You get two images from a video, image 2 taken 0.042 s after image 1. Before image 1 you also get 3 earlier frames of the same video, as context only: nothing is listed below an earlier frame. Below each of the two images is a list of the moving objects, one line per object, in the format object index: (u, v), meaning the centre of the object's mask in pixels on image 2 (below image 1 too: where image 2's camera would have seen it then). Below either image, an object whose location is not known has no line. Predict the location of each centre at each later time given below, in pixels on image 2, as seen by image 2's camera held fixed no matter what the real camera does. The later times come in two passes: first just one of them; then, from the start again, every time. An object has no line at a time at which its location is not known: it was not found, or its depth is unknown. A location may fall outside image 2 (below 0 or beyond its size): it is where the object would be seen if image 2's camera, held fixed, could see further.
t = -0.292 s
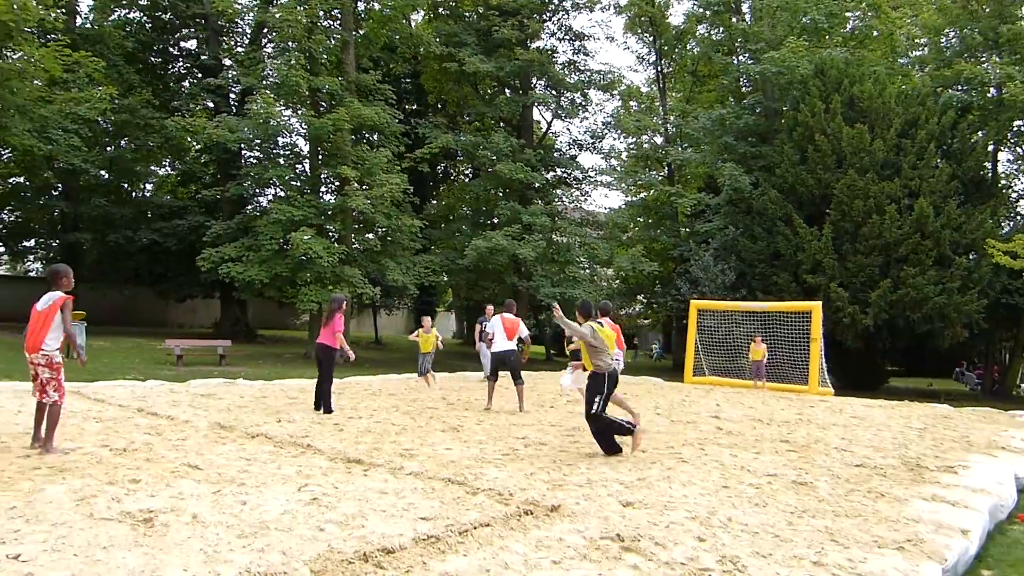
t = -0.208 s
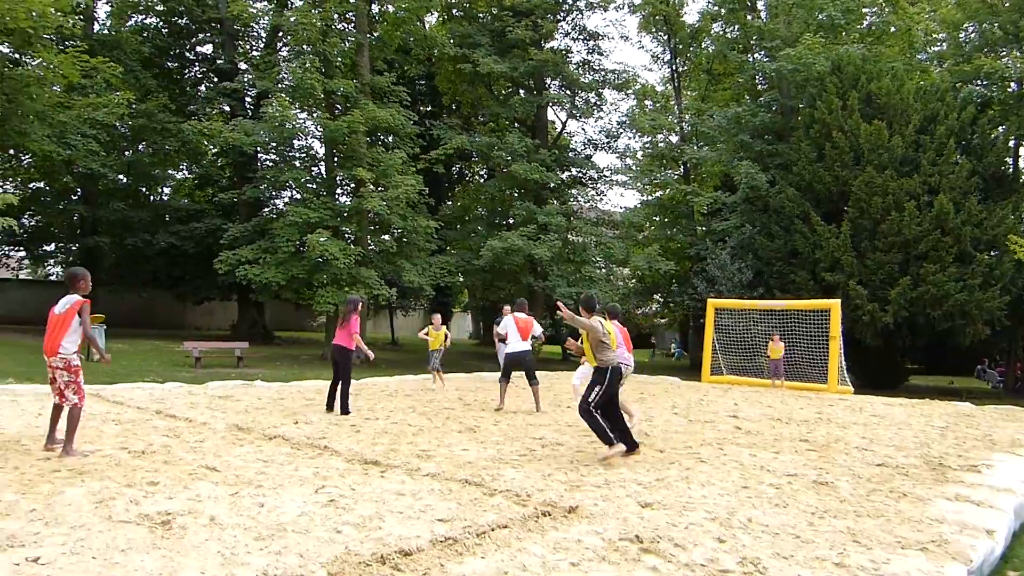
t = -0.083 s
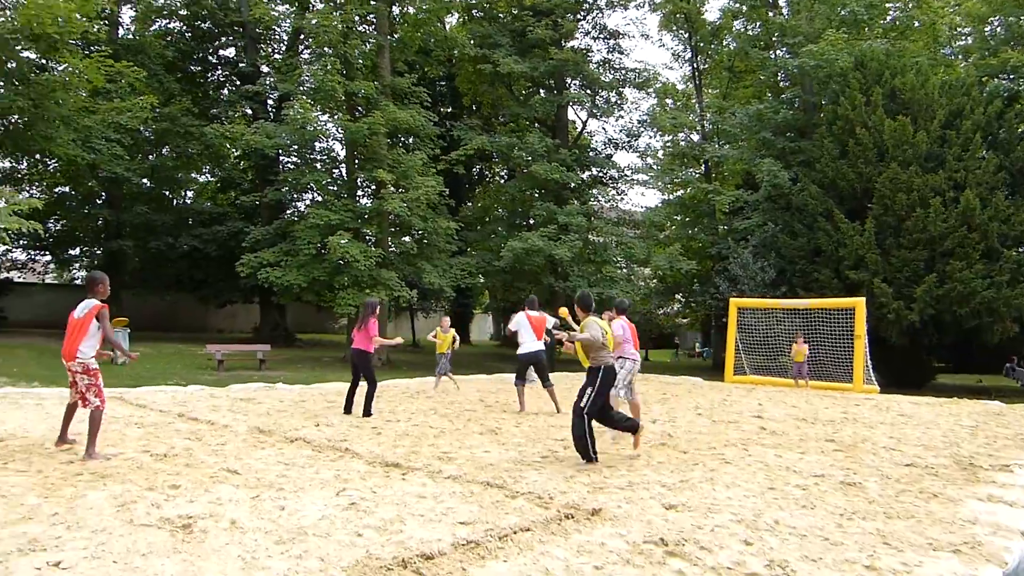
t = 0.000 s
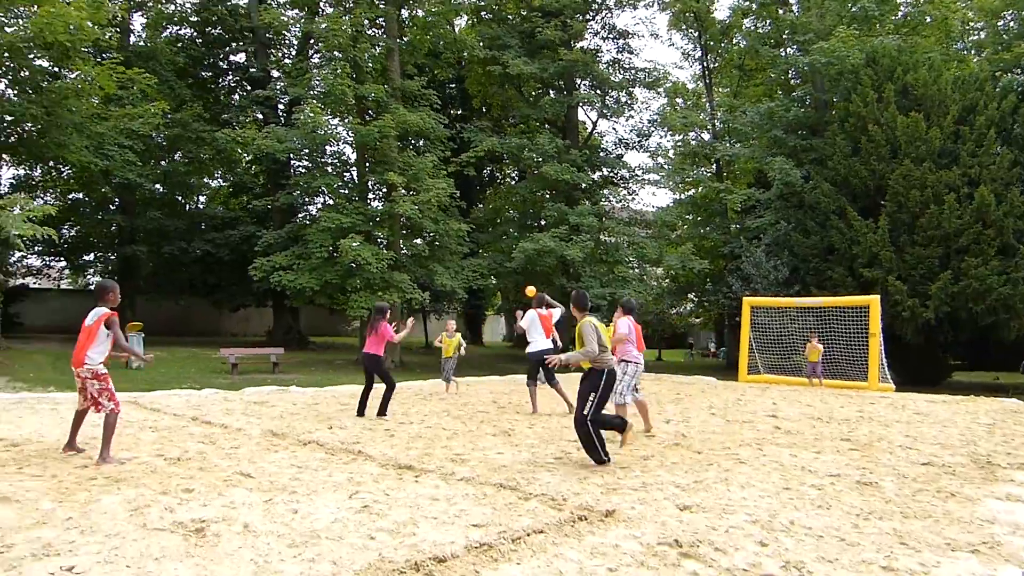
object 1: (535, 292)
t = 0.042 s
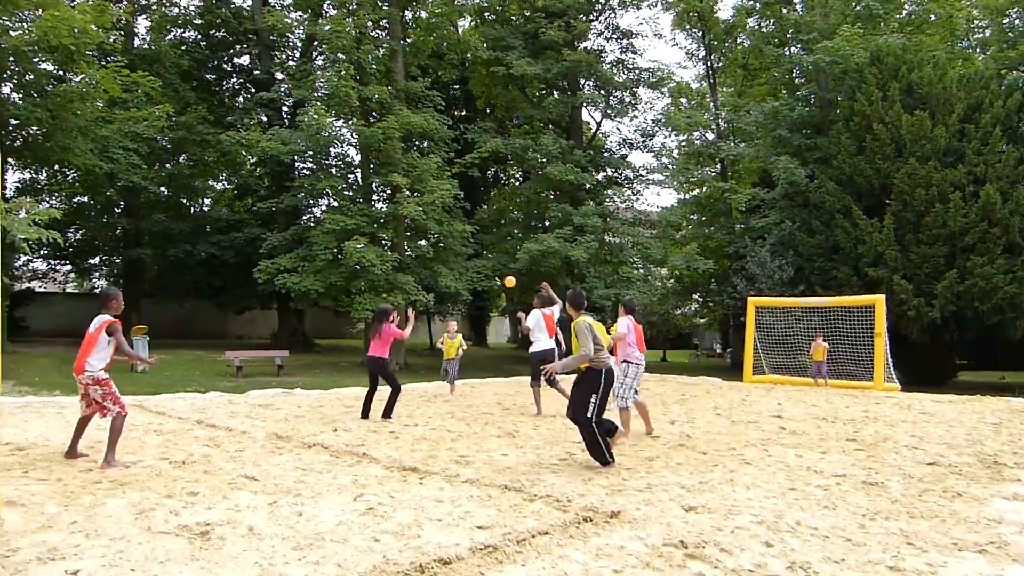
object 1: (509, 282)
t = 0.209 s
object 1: (389, 244)
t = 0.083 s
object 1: (483, 271)
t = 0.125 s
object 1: (454, 262)
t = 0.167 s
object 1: (423, 252)
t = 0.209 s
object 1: (389, 244)
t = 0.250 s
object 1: (351, 235)
